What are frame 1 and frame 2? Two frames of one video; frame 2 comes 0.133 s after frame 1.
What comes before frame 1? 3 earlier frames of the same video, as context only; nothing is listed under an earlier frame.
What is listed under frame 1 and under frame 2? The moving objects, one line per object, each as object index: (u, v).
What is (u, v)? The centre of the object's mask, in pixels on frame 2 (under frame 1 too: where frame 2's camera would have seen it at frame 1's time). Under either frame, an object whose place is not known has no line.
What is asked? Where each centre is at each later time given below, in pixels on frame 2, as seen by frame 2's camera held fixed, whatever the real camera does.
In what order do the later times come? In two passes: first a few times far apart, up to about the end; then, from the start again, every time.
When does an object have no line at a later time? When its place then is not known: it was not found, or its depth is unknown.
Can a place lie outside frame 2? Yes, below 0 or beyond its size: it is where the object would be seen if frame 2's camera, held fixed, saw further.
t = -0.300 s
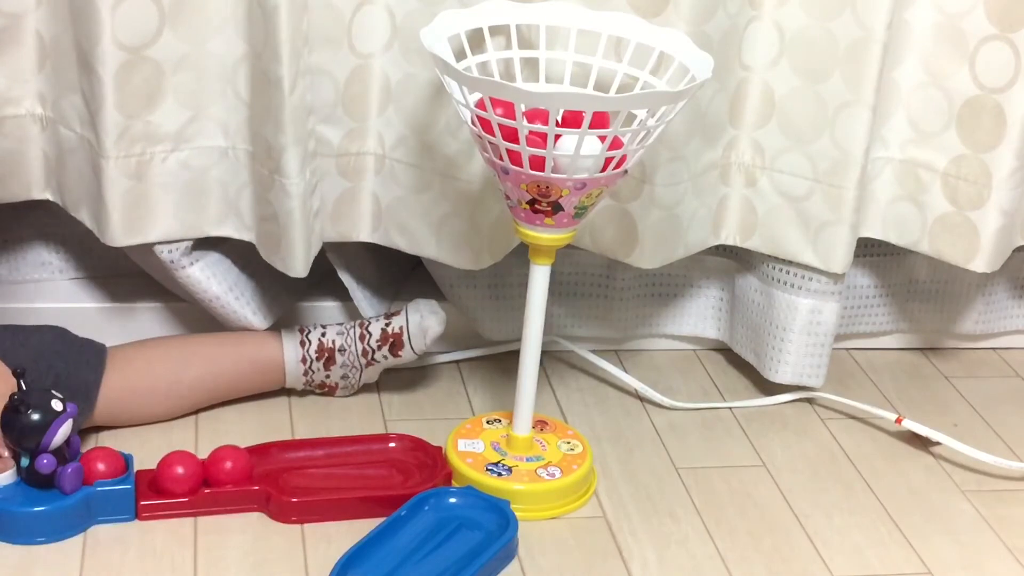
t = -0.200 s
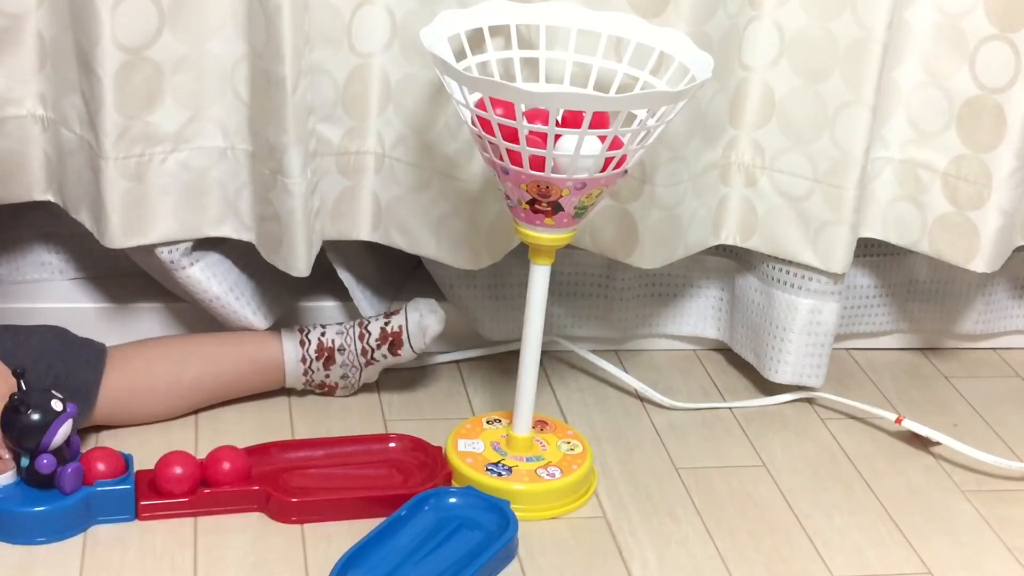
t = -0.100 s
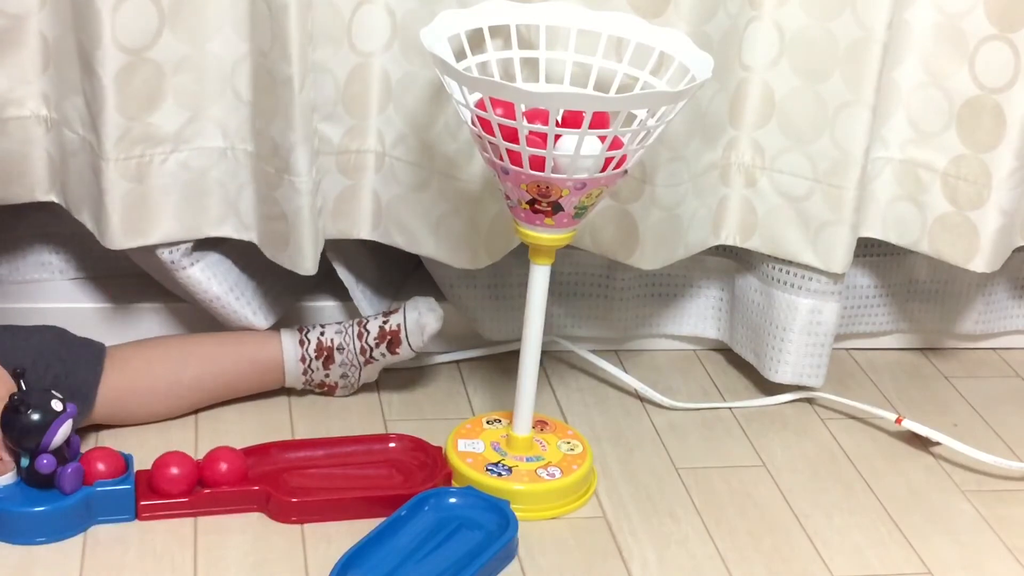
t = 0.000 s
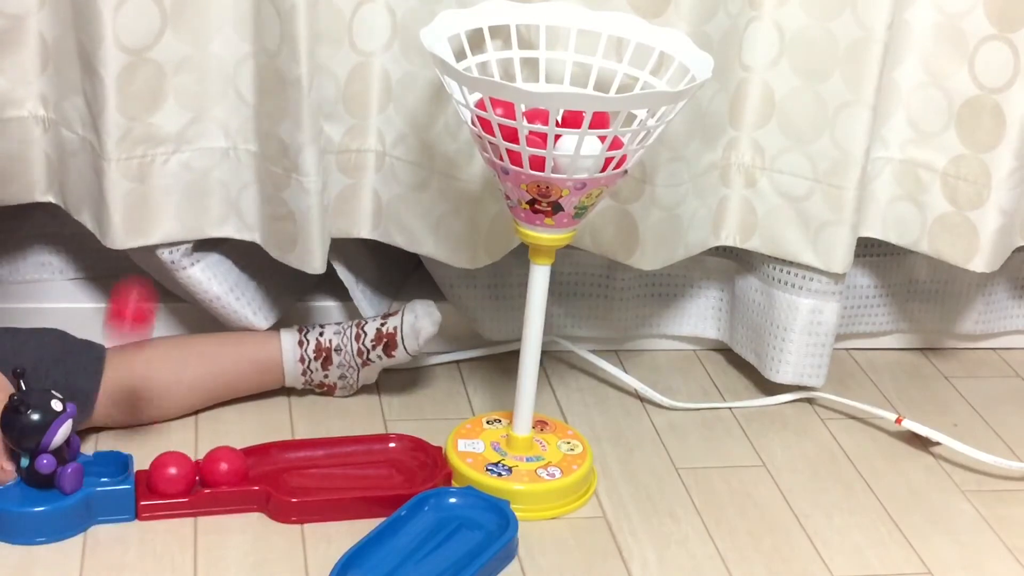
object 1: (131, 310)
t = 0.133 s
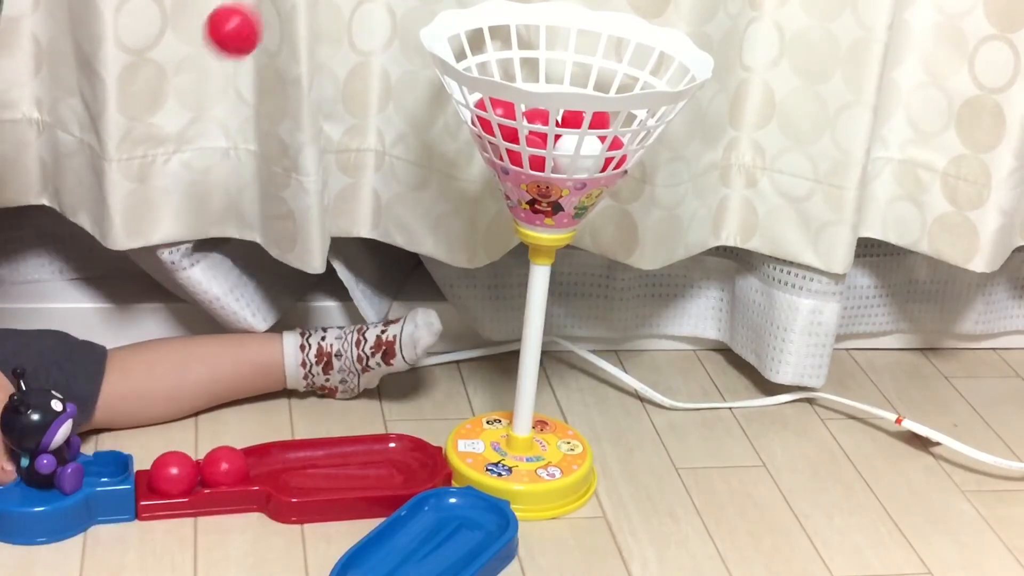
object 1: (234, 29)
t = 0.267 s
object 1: (340, 116)
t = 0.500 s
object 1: (480, 471)
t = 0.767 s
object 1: (639, 535)
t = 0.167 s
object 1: (262, 19)
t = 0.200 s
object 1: (289, 24)
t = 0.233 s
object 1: (315, 57)
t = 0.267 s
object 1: (340, 116)
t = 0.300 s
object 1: (362, 199)
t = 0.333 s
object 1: (382, 293)
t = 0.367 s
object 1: (400, 408)
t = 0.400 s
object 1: (420, 456)
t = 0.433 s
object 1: (442, 446)
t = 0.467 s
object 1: (461, 460)
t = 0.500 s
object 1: (480, 471)
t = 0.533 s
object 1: (499, 474)
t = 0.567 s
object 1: (516, 482)
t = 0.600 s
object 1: (536, 504)
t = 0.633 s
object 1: (556, 514)
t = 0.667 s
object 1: (578, 520)
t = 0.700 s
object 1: (598, 526)
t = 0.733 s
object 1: (618, 530)
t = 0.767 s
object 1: (639, 535)
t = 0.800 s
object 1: (660, 540)
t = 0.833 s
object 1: (682, 545)
